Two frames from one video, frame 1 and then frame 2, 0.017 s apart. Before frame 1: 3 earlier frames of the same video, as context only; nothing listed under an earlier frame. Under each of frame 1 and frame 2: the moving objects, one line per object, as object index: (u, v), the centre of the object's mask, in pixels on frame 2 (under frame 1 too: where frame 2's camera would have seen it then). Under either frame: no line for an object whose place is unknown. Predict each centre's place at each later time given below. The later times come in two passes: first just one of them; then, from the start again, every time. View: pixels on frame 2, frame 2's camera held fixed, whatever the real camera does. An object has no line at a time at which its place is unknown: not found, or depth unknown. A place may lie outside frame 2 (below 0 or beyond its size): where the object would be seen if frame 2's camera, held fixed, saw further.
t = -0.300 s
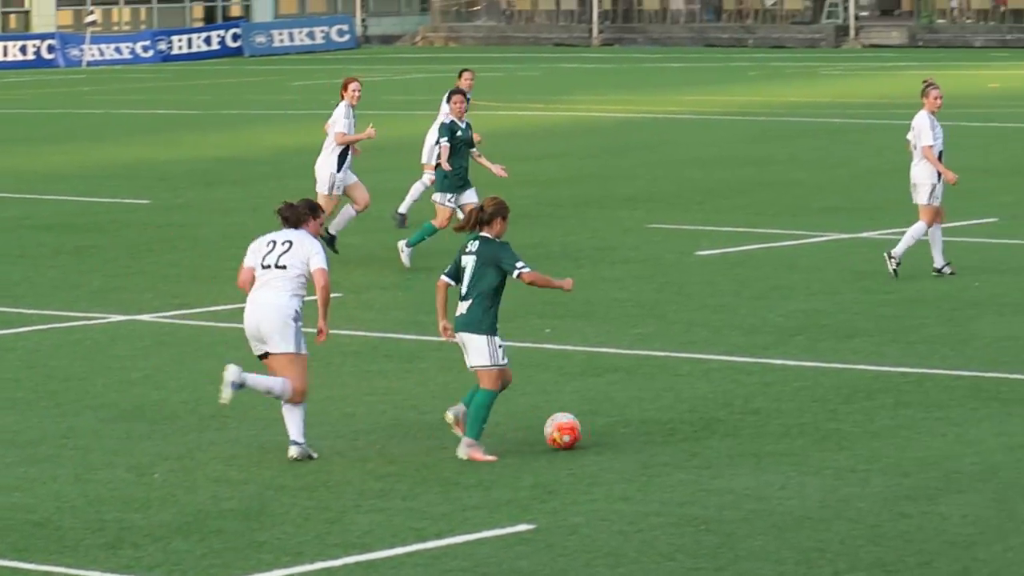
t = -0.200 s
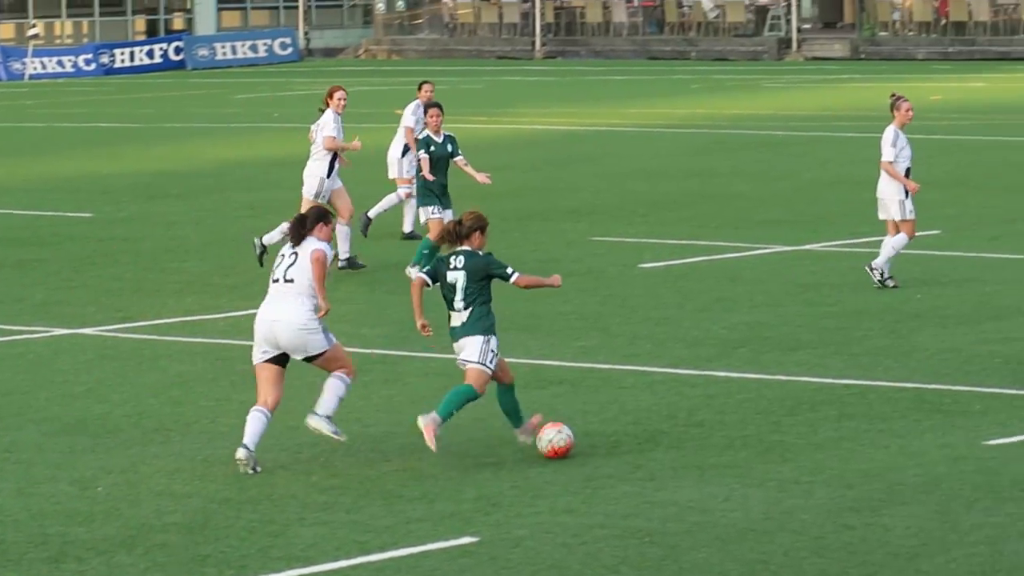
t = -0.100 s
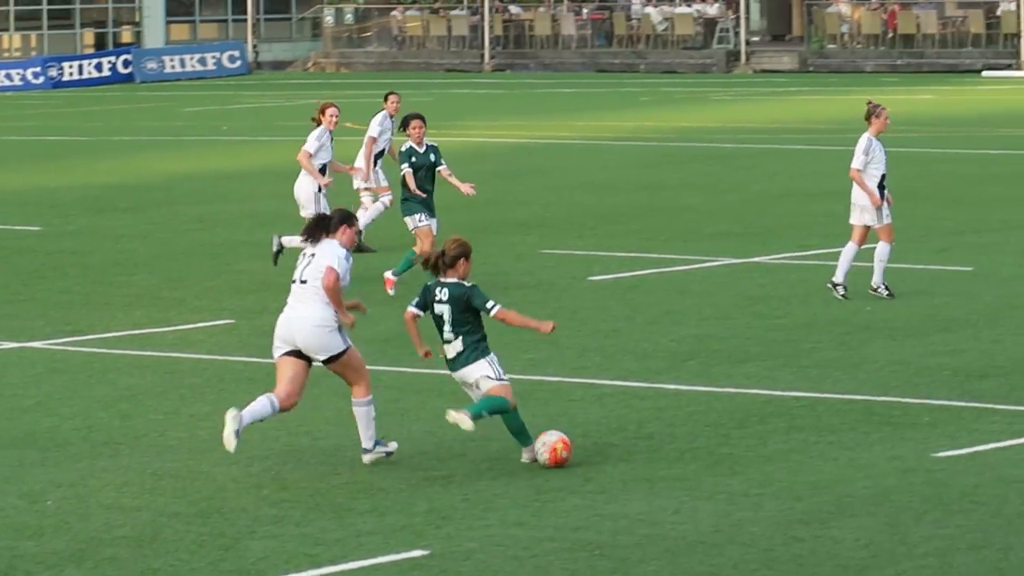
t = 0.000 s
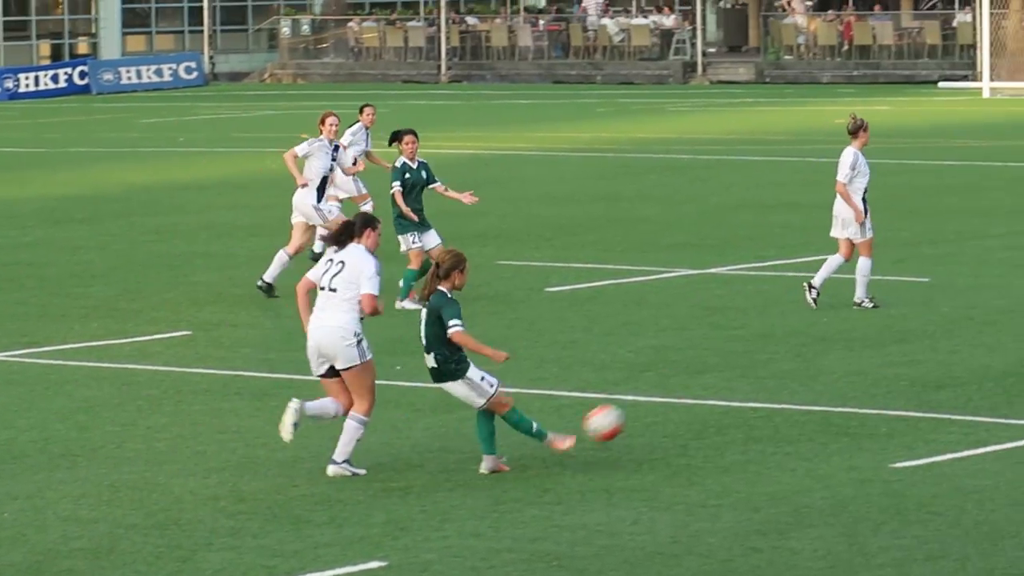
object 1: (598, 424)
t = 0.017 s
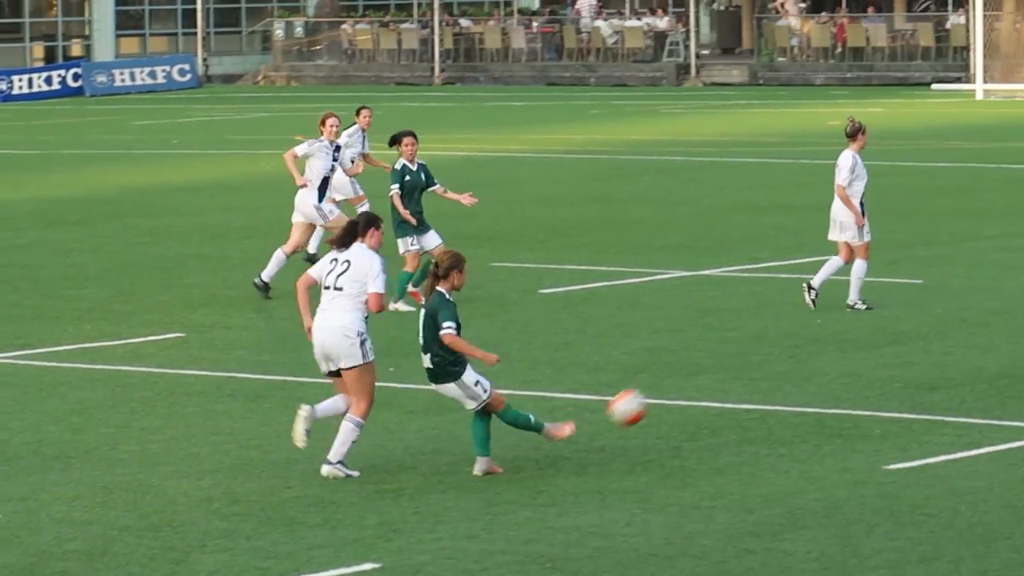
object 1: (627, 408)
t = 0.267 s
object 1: (1005, 224)
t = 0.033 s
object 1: (656, 390)
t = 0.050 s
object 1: (684, 376)
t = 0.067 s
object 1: (712, 361)
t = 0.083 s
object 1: (740, 347)
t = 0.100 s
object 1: (766, 333)
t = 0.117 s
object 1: (792, 320)
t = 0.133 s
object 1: (818, 308)
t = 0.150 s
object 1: (841, 296)
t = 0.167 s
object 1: (866, 285)
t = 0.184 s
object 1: (892, 273)
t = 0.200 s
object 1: (917, 262)
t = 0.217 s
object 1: (939, 252)
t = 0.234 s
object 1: (961, 242)
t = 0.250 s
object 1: (984, 233)
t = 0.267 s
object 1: (1005, 224)
